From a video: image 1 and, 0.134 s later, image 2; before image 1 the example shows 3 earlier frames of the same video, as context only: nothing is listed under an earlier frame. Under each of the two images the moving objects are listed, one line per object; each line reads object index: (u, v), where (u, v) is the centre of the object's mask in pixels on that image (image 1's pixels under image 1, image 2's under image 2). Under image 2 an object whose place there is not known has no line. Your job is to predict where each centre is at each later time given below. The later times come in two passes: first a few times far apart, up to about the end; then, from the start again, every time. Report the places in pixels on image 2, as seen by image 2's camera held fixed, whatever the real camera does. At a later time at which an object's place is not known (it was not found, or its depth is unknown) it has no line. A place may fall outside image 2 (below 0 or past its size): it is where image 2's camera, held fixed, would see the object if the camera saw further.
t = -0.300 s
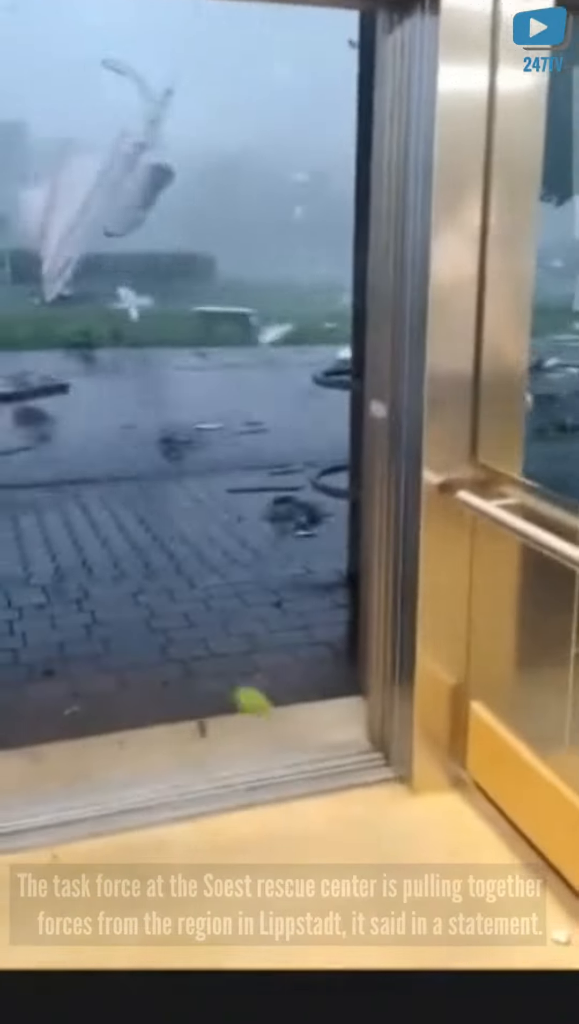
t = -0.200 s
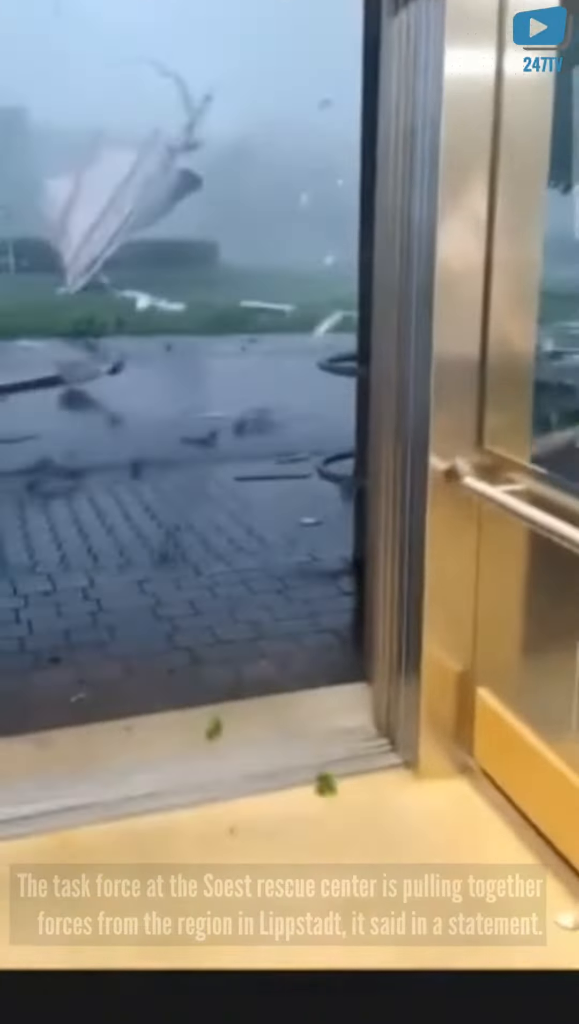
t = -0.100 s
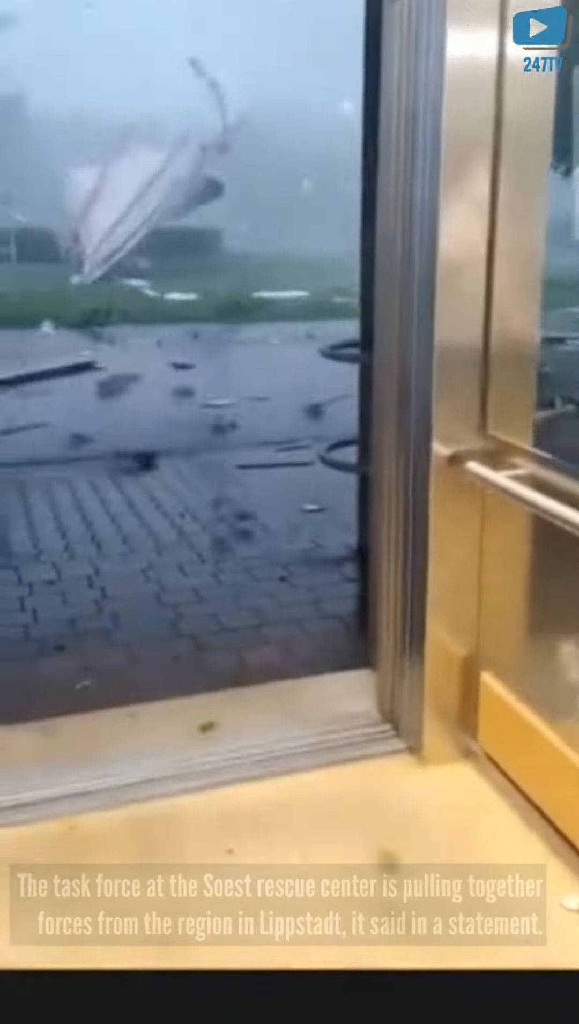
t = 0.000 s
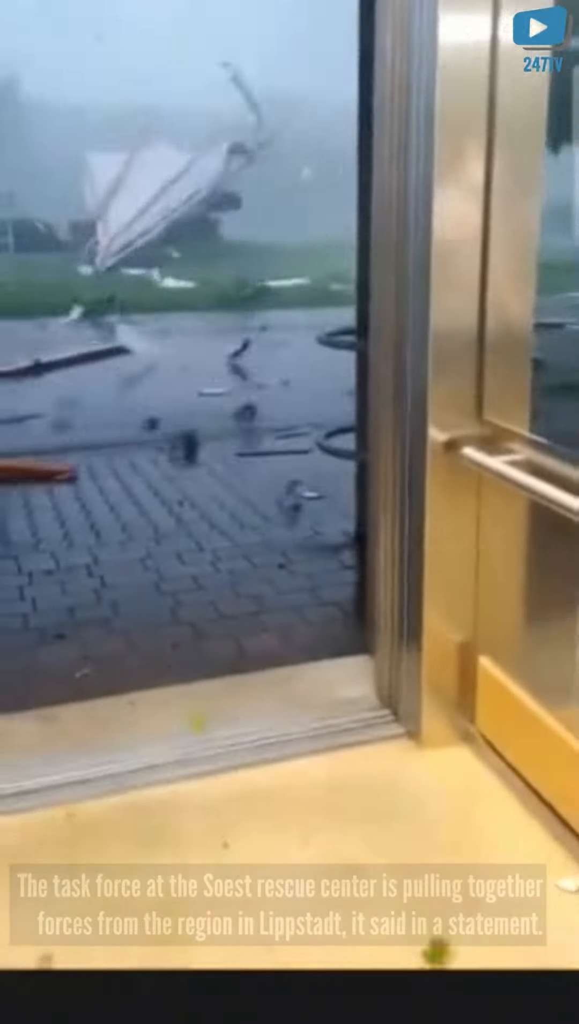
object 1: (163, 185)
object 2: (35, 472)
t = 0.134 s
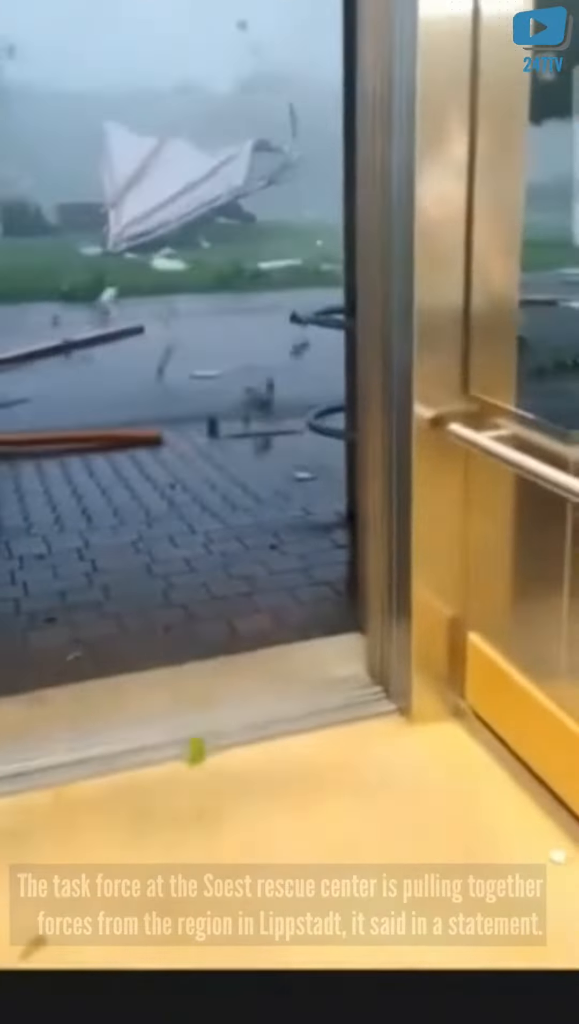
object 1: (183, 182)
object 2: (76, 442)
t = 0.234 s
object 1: (214, 190)
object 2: (114, 434)
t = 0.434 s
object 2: (171, 423)
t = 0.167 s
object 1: (191, 183)
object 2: (89, 439)
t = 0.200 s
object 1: (203, 187)
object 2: (101, 437)
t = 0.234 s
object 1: (214, 190)
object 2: (114, 434)
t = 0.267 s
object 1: (209, 193)
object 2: (124, 432)
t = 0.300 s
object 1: (226, 197)
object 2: (135, 430)
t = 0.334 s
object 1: (212, 196)
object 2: (146, 428)
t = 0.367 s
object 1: (213, 196)
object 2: (157, 426)
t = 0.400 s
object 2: (163, 425)
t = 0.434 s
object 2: (171, 423)
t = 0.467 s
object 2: (176, 423)
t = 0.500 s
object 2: (179, 422)
